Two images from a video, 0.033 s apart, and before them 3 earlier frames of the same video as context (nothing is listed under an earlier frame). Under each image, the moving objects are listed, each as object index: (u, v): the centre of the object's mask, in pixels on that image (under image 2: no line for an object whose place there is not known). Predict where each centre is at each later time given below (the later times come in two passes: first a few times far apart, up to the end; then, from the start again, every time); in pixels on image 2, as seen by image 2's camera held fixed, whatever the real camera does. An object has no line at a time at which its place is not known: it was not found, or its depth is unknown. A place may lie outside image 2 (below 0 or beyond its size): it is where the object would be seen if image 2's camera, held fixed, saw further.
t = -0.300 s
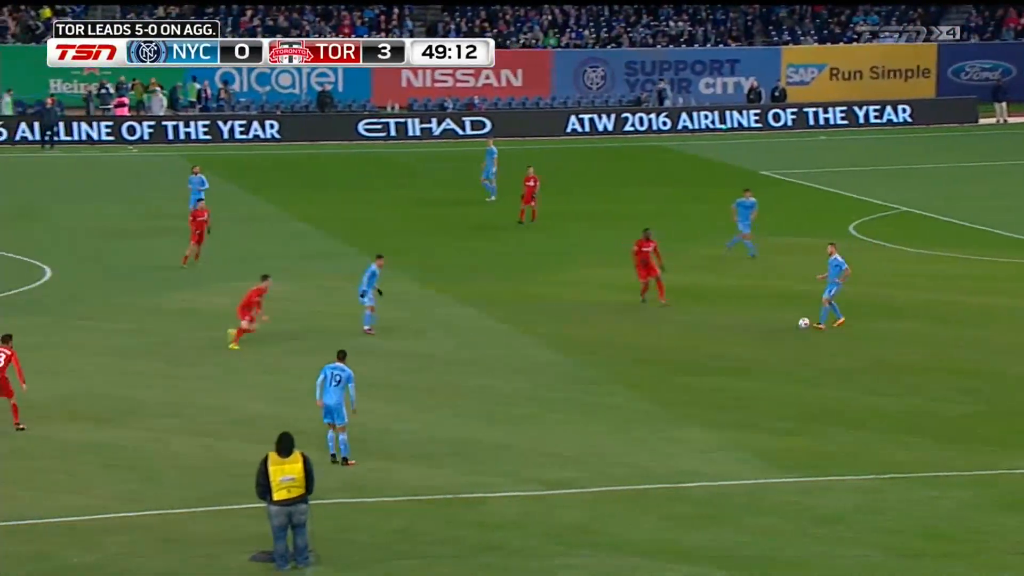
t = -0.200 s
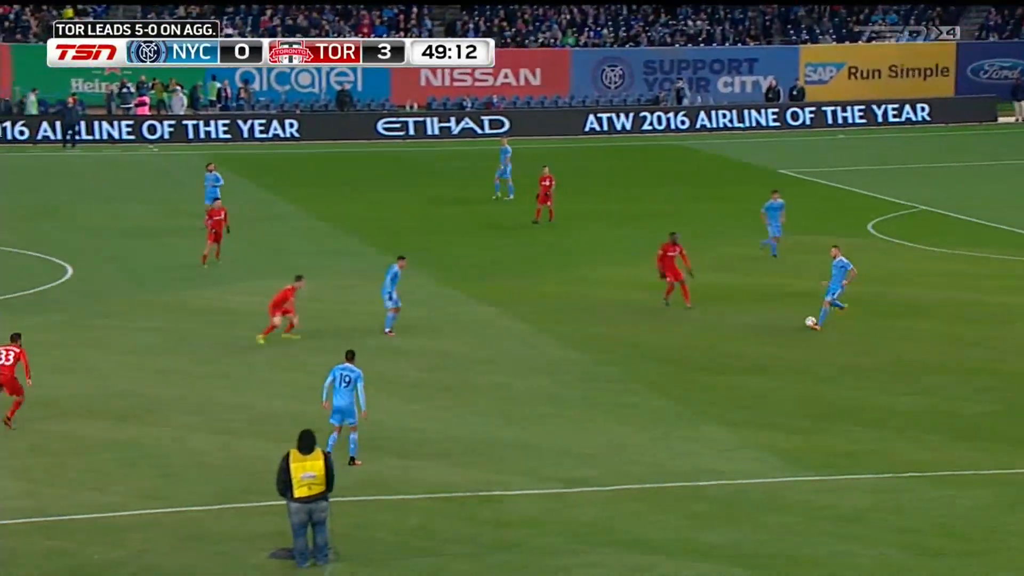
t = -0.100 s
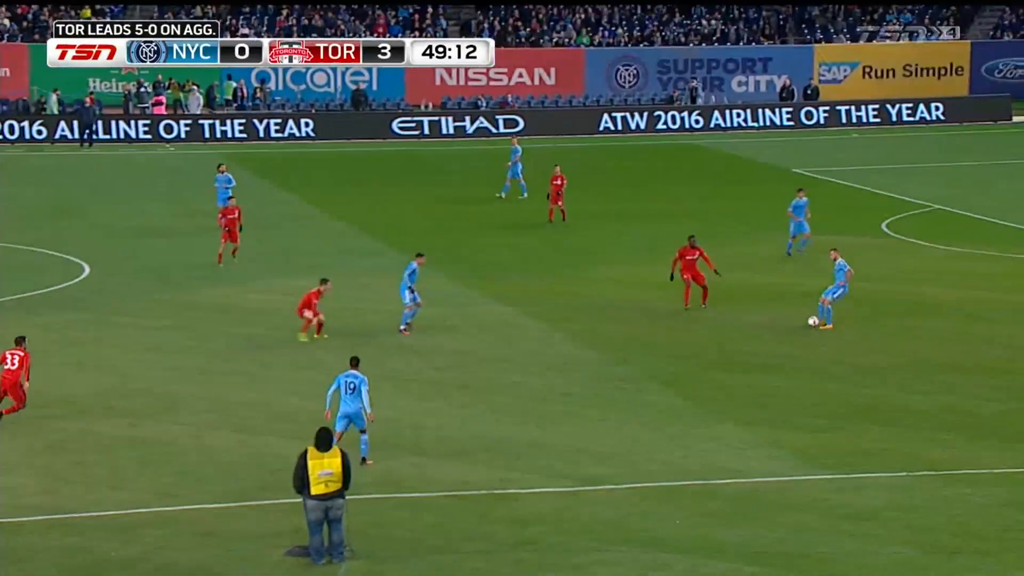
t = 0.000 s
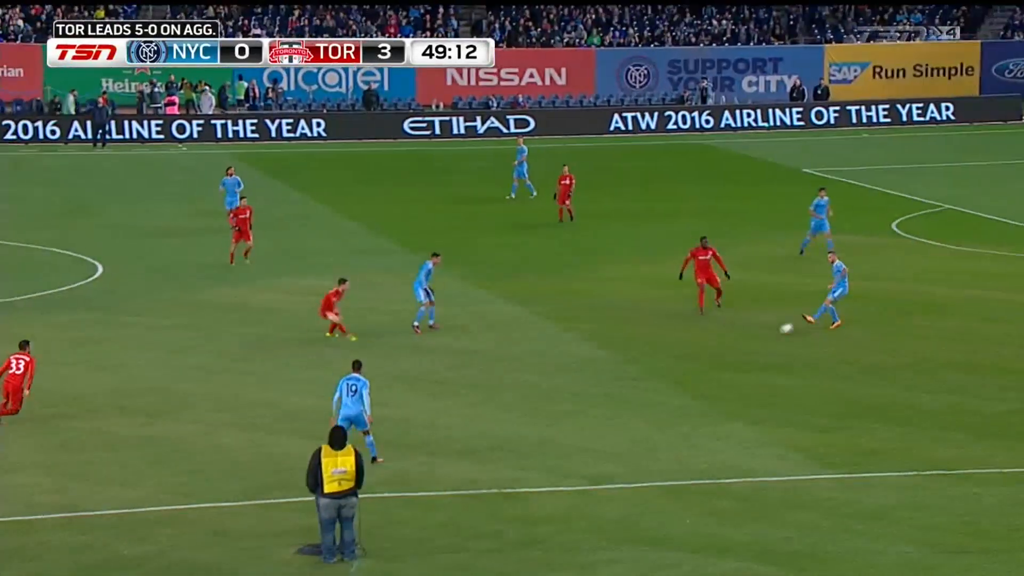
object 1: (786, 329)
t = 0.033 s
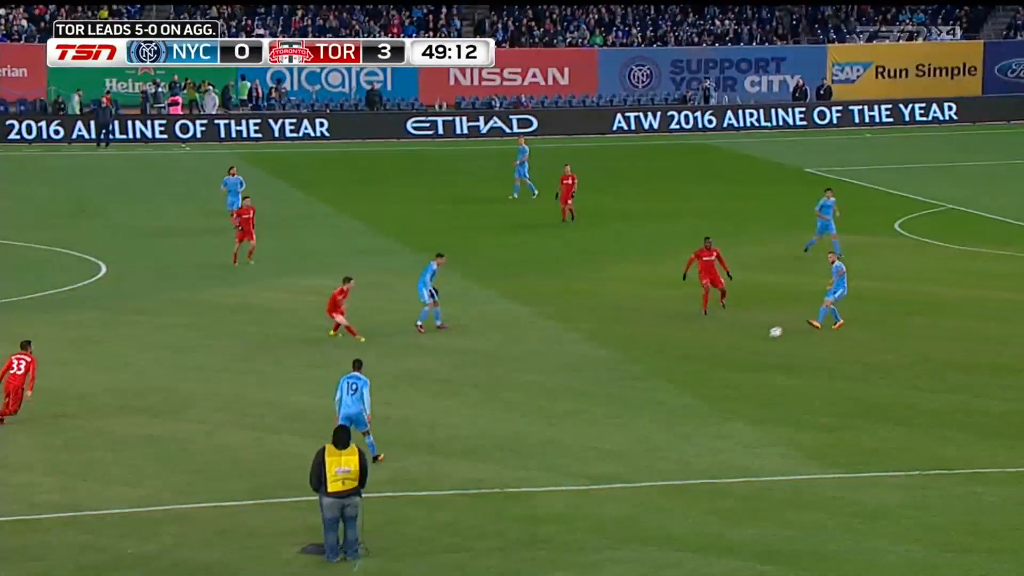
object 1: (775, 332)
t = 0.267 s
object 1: (689, 358)
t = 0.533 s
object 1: (604, 382)
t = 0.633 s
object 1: (577, 388)
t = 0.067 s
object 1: (762, 337)
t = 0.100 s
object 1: (750, 340)
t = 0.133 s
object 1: (738, 342)
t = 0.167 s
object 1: (725, 345)
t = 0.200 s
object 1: (713, 348)
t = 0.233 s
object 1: (701, 353)
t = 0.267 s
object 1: (689, 358)
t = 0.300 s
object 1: (678, 362)
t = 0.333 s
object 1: (667, 363)
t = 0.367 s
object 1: (657, 365)
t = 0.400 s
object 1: (646, 368)
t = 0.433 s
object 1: (635, 372)
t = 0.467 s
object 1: (624, 376)
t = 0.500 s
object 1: (614, 381)
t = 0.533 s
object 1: (604, 382)
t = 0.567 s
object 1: (596, 384)
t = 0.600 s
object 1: (586, 385)
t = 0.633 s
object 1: (577, 388)
